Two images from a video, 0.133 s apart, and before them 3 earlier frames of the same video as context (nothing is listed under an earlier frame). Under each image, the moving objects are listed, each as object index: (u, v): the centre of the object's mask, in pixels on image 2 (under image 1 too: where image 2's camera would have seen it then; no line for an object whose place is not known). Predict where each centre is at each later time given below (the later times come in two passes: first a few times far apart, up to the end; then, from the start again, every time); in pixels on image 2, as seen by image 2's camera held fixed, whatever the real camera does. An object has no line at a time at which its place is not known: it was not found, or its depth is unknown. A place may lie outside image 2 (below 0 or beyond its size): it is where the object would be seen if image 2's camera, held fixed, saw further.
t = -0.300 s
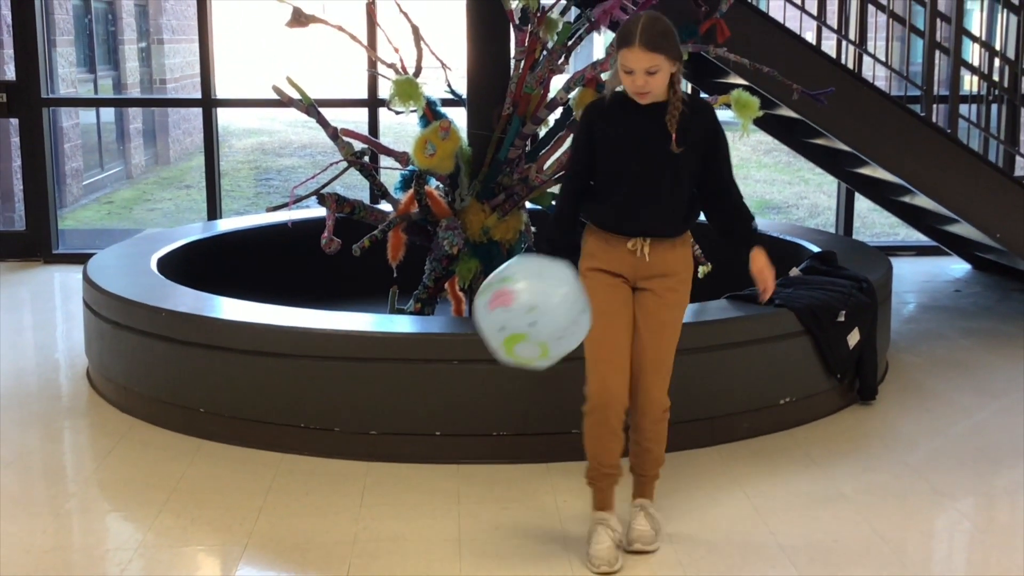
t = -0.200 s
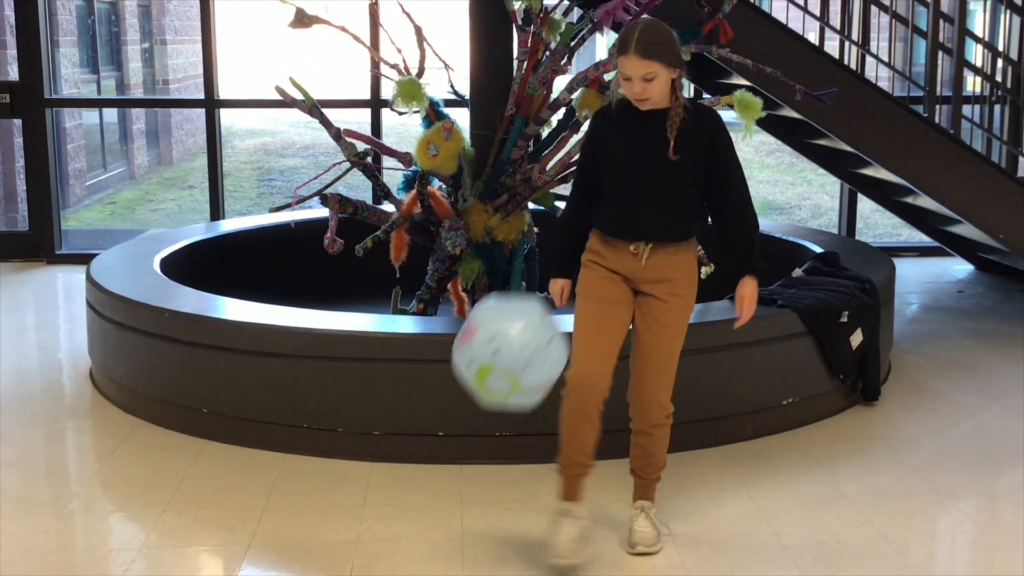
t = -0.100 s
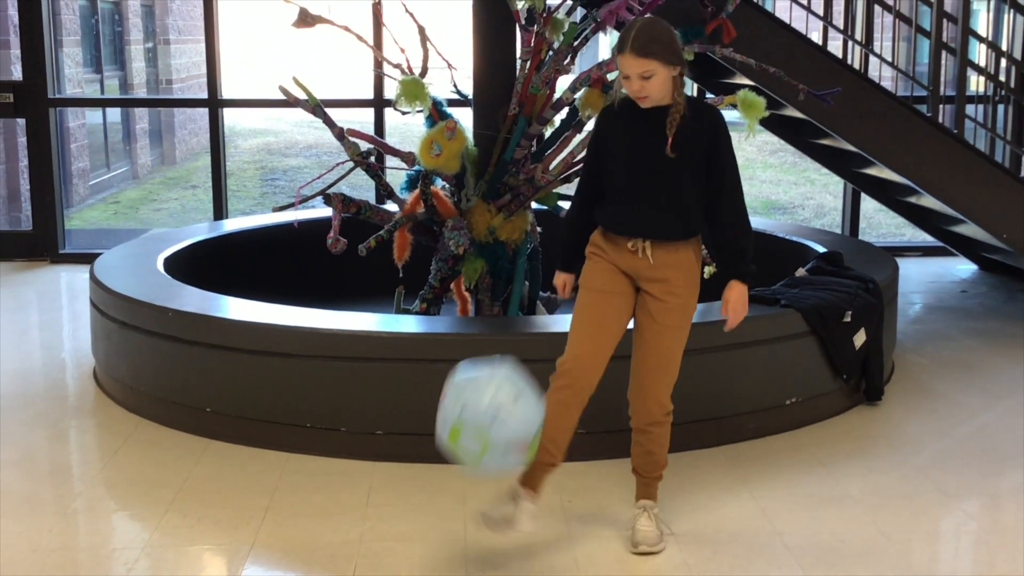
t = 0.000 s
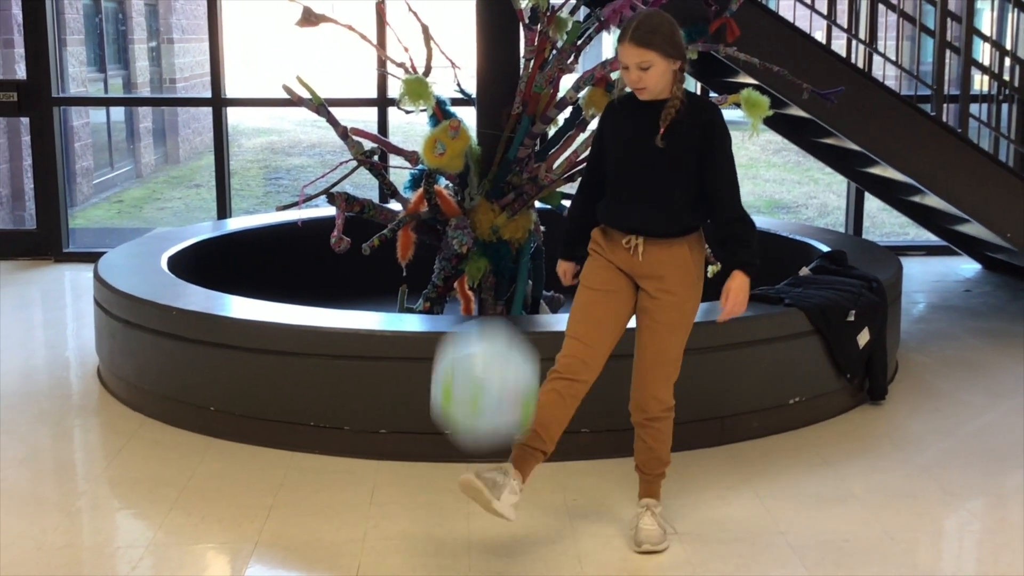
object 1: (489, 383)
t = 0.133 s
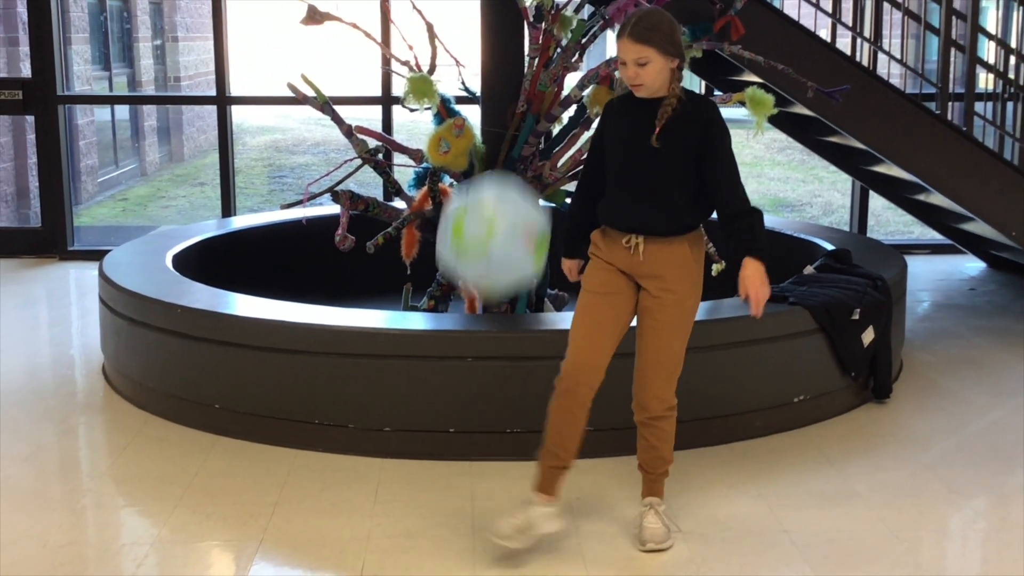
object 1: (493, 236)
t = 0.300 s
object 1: (501, 125)
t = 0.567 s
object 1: (513, 123)
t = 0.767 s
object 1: (512, 265)
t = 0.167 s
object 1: (495, 208)
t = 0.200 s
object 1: (496, 182)
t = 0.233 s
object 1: (498, 159)
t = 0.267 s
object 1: (500, 140)
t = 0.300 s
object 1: (501, 125)
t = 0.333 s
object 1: (503, 113)
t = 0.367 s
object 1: (505, 103)
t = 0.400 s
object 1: (507, 98)
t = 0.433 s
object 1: (509, 96)
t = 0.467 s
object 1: (510, 98)
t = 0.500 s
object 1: (511, 103)
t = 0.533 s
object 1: (512, 112)
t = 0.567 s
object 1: (513, 123)
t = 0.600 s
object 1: (513, 139)
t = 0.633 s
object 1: (513, 157)
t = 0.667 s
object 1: (513, 180)
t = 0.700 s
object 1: (513, 205)
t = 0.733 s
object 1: (513, 232)
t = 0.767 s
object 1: (512, 265)
